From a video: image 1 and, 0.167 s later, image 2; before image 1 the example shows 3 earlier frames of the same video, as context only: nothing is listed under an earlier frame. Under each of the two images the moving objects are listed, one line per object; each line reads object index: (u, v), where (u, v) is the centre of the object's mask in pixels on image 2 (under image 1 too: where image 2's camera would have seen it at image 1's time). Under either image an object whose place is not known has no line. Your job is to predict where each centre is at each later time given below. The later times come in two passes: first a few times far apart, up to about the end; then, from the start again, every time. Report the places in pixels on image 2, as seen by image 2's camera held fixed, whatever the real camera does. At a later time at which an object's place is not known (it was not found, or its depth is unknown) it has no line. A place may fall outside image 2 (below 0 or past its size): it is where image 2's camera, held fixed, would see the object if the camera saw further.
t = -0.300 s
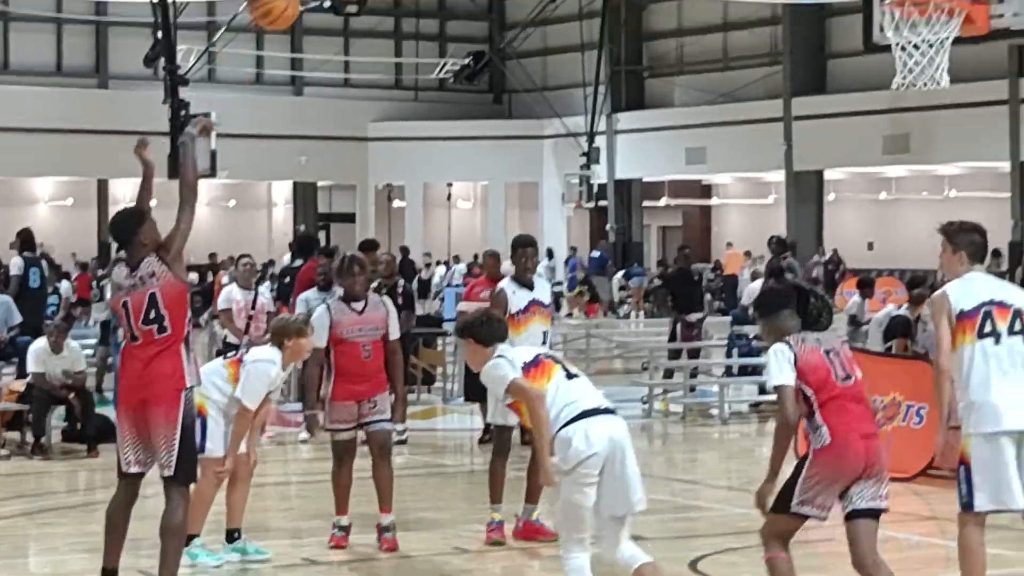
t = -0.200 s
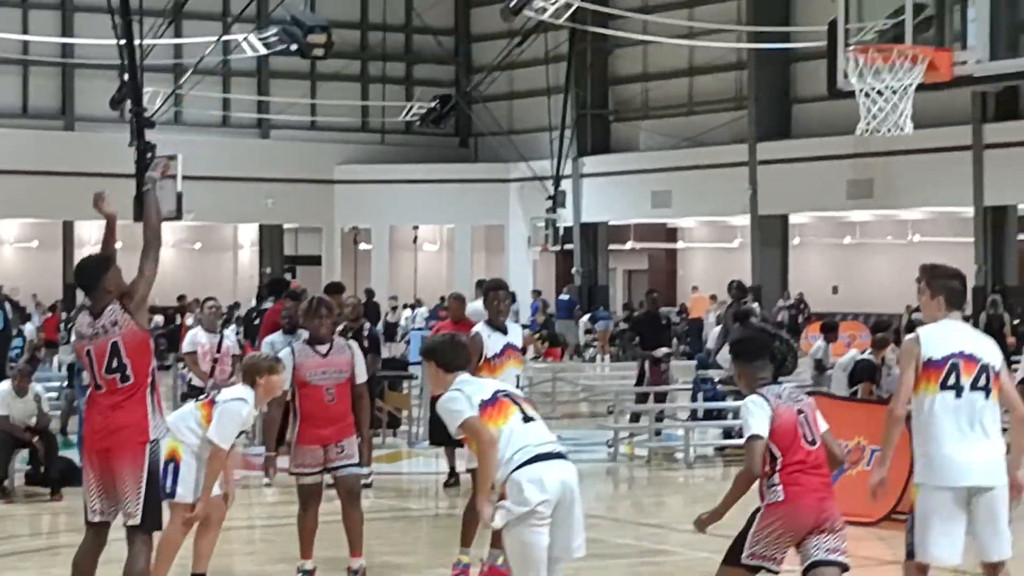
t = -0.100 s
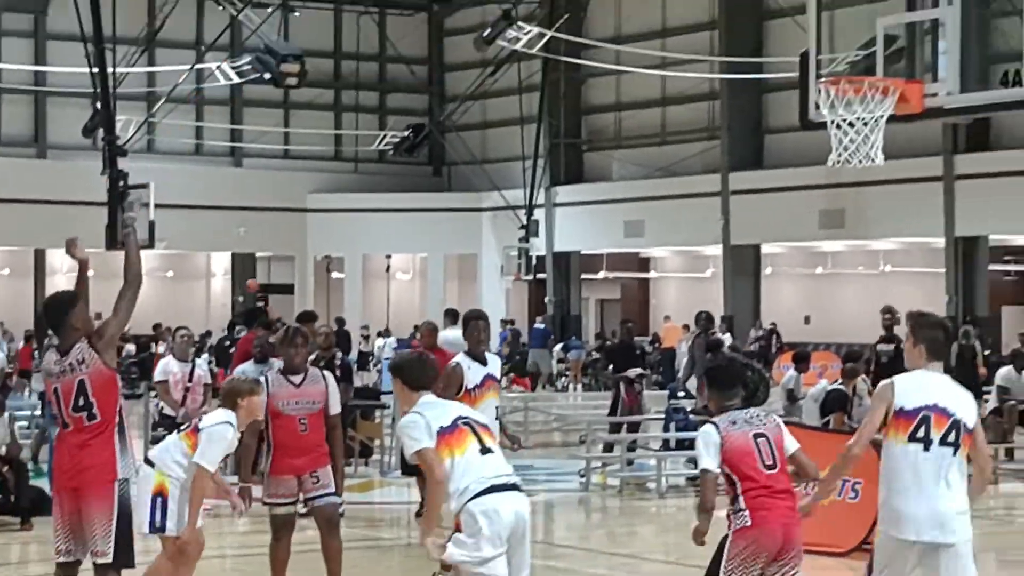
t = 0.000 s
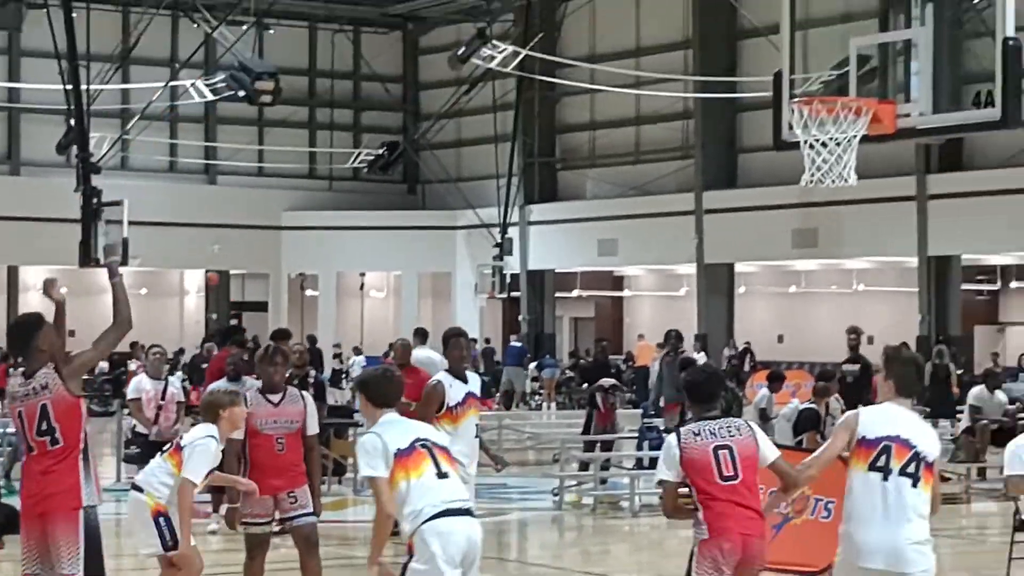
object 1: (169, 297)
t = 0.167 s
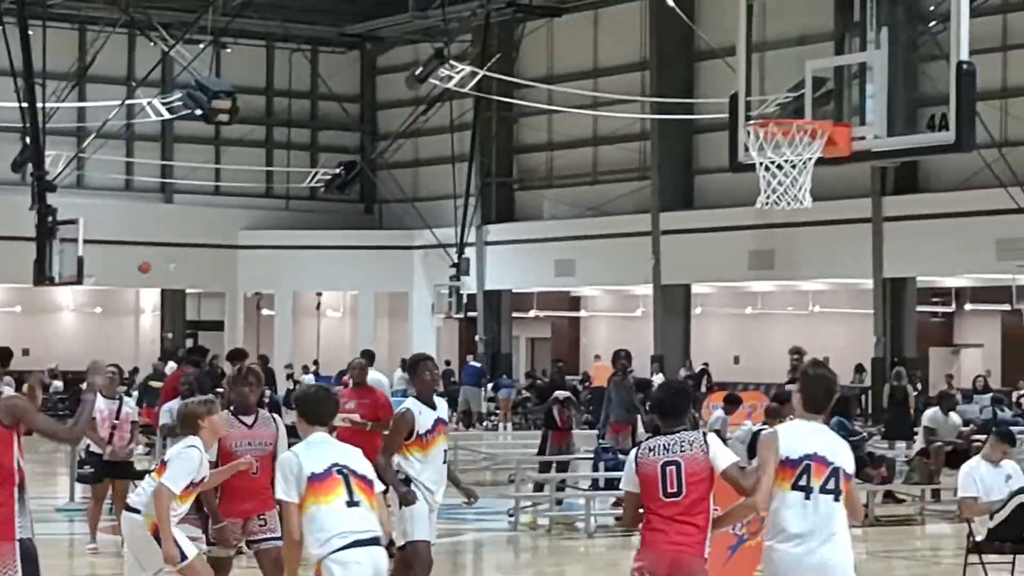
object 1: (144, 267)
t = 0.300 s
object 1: (123, 254)
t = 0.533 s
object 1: (90, 257)
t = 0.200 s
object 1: (139, 263)
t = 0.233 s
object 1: (134, 260)
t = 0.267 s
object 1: (129, 257)
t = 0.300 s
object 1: (123, 254)
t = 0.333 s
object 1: (119, 253)
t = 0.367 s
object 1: (113, 252)
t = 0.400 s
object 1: (109, 252)
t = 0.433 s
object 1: (104, 252)
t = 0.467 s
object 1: (99, 253)
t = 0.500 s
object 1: (94, 254)
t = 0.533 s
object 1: (90, 257)
